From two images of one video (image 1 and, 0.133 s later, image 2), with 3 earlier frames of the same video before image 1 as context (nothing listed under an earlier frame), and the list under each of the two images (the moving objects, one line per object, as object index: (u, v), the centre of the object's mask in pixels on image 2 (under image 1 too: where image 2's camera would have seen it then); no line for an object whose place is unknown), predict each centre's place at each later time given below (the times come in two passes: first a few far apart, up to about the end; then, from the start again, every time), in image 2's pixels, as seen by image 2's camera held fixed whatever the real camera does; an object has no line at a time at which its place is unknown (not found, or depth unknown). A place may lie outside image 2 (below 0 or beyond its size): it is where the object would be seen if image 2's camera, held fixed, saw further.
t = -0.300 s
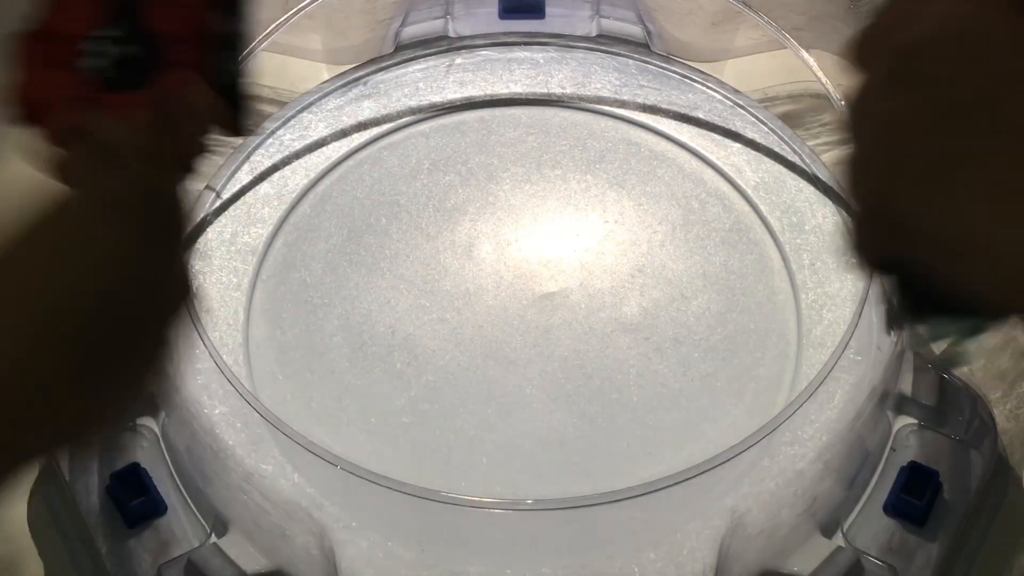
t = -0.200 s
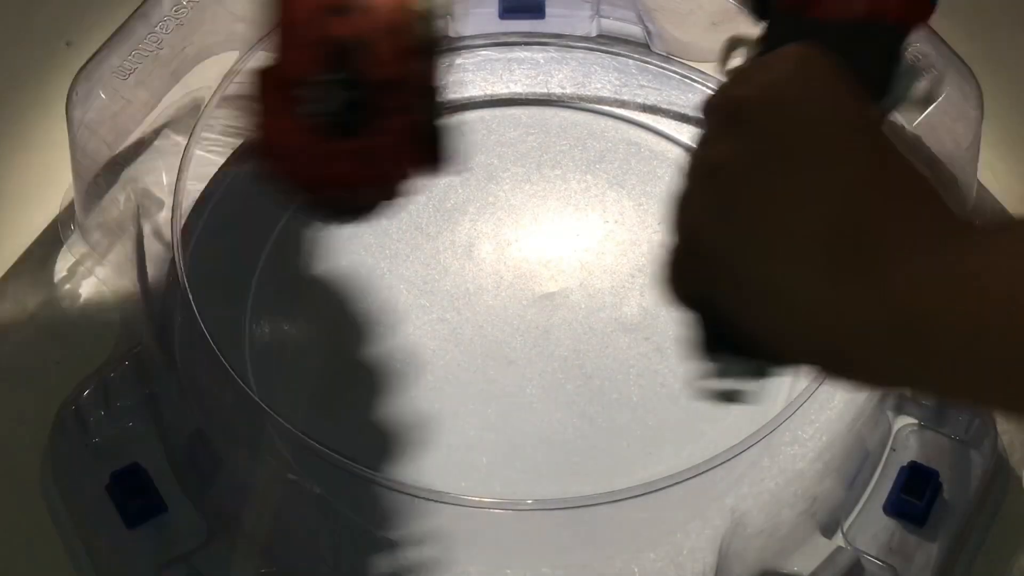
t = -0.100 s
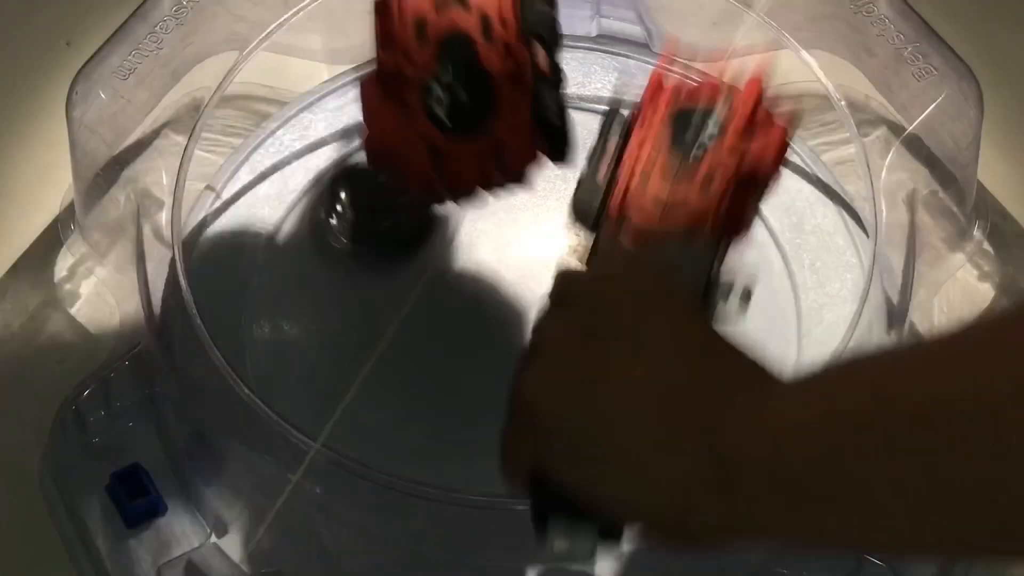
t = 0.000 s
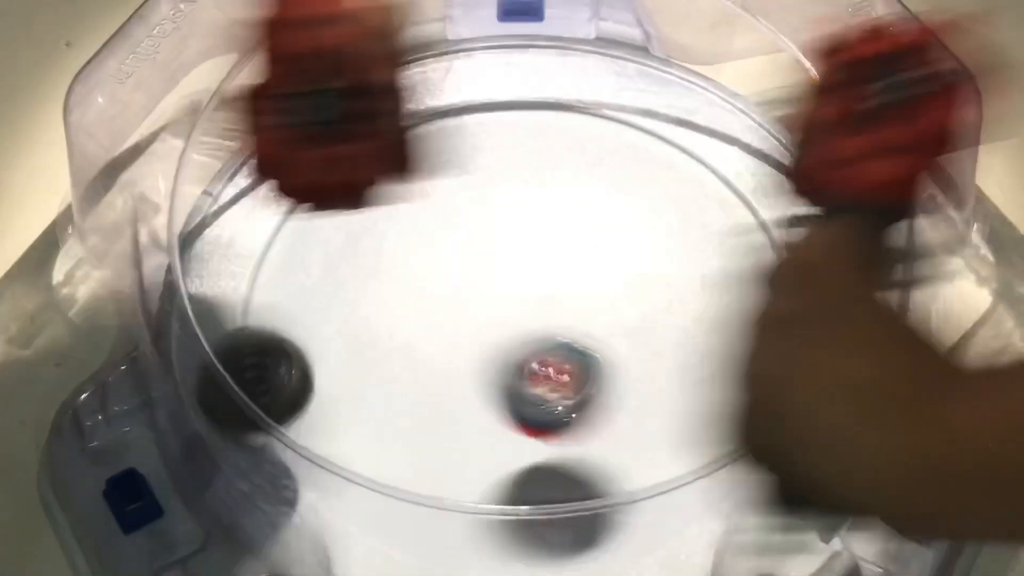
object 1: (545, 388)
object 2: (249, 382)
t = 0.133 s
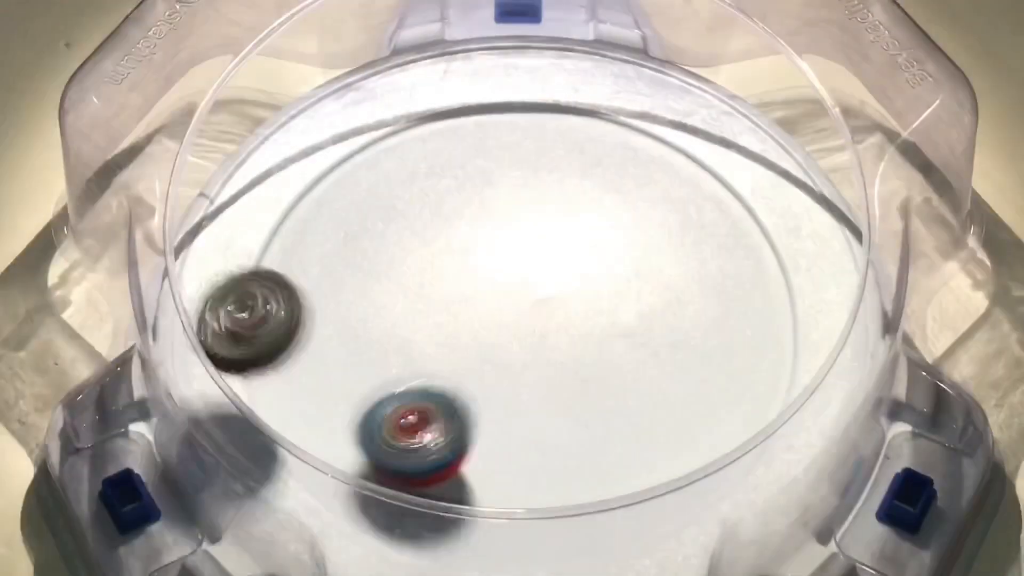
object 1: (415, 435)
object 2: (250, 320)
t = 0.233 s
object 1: (505, 449)
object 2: (218, 257)
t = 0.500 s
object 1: (588, 366)
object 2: (508, 195)
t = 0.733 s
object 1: (400, 264)
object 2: (647, 282)
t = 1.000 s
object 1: (291, 364)
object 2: (576, 292)
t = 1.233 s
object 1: (484, 453)
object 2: (549, 328)
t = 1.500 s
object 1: (606, 368)
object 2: (550, 227)
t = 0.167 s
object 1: (444, 425)
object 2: (210, 309)
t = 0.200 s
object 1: (474, 429)
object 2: (197, 297)
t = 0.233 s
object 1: (505, 449)
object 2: (218, 257)
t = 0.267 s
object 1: (532, 457)
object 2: (235, 235)
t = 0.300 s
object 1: (552, 455)
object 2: (259, 226)
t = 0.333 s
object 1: (573, 455)
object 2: (294, 204)
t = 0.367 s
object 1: (591, 446)
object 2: (336, 192)
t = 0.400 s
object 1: (601, 429)
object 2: (377, 193)
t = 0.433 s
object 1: (604, 410)
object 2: (422, 186)
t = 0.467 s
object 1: (600, 388)
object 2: (465, 191)
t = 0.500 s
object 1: (588, 366)
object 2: (508, 195)
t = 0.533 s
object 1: (570, 346)
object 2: (547, 203)
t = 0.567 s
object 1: (548, 322)
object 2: (580, 212)
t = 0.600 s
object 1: (517, 305)
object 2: (610, 229)
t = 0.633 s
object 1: (489, 290)
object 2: (630, 242)
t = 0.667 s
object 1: (458, 276)
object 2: (642, 257)
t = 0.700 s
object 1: (428, 268)
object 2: (648, 270)
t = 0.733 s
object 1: (400, 264)
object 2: (647, 282)
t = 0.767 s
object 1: (373, 263)
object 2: (641, 292)
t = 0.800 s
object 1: (349, 267)
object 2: (633, 299)
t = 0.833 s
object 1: (328, 274)
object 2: (621, 302)
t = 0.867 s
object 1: (310, 286)
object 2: (612, 302)
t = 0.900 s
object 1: (296, 301)
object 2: (602, 300)
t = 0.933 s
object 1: (290, 319)
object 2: (594, 297)
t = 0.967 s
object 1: (288, 341)
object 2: (585, 293)
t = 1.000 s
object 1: (291, 364)
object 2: (576, 292)
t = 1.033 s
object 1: (302, 387)
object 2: (570, 294)
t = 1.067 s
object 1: (320, 408)
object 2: (564, 296)
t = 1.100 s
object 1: (342, 424)
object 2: (562, 300)
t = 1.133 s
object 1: (369, 439)
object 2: (558, 303)
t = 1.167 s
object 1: (406, 451)
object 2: (557, 311)
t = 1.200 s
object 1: (445, 455)
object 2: (553, 319)
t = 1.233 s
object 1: (484, 453)
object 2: (549, 328)
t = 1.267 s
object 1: (522, 437)
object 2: (545, 332)
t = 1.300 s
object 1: (547, 433)
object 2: (549, 322)
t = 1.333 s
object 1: (566, 437)
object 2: (559, 295)
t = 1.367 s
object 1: (582, 433)
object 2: (563, 275)
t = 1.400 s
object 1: (595, 424)
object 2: (565, 255)
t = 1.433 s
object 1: (602, 409)
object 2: (562, 241)
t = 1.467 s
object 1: (606, 390)
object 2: (555, 230)
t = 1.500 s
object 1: (606, 368)
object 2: (550, 227)
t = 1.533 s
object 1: (601, 342)
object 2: (540, 229)
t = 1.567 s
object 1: (592, 315)
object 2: (529, 235)
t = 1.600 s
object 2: (506, 215)
